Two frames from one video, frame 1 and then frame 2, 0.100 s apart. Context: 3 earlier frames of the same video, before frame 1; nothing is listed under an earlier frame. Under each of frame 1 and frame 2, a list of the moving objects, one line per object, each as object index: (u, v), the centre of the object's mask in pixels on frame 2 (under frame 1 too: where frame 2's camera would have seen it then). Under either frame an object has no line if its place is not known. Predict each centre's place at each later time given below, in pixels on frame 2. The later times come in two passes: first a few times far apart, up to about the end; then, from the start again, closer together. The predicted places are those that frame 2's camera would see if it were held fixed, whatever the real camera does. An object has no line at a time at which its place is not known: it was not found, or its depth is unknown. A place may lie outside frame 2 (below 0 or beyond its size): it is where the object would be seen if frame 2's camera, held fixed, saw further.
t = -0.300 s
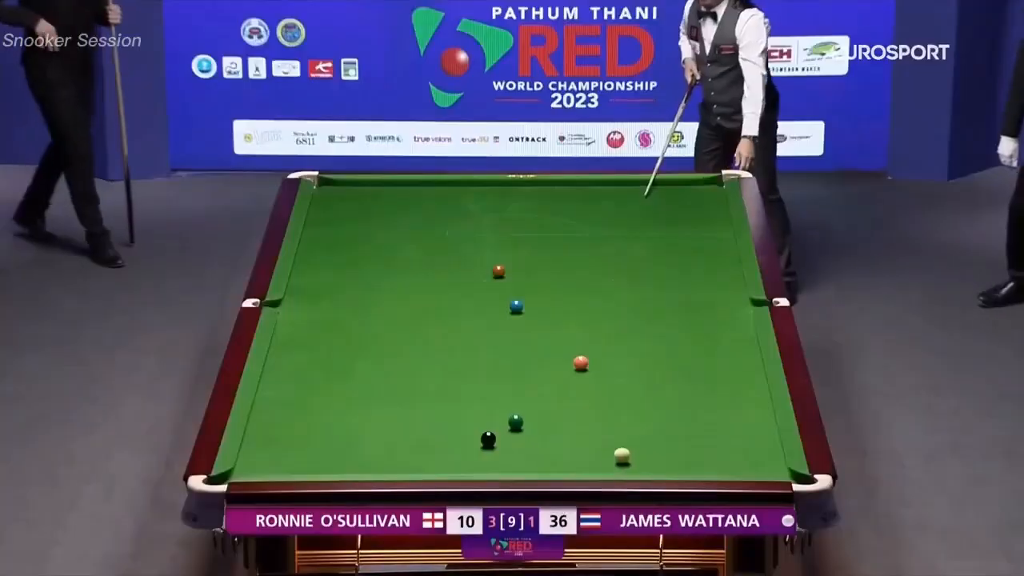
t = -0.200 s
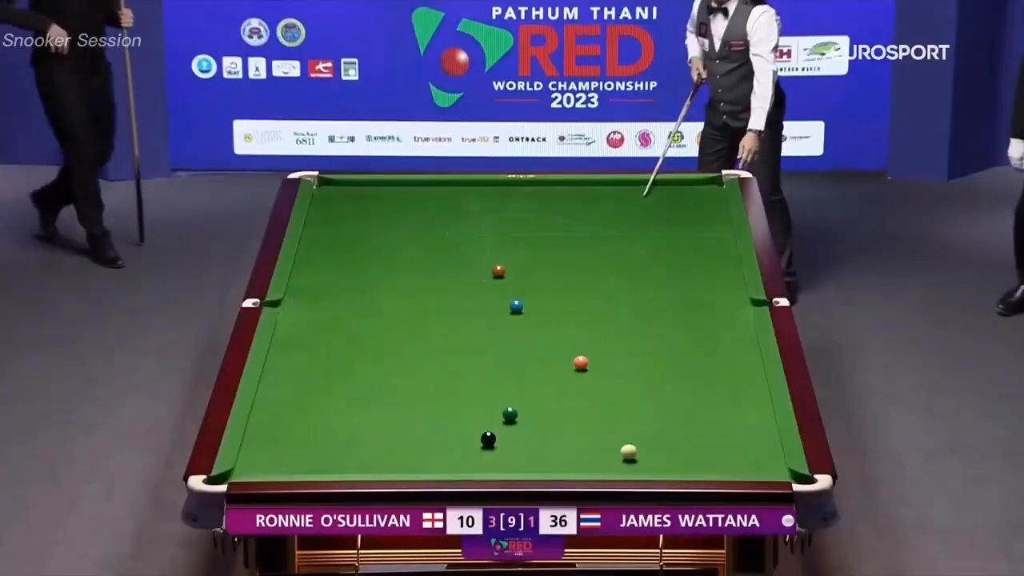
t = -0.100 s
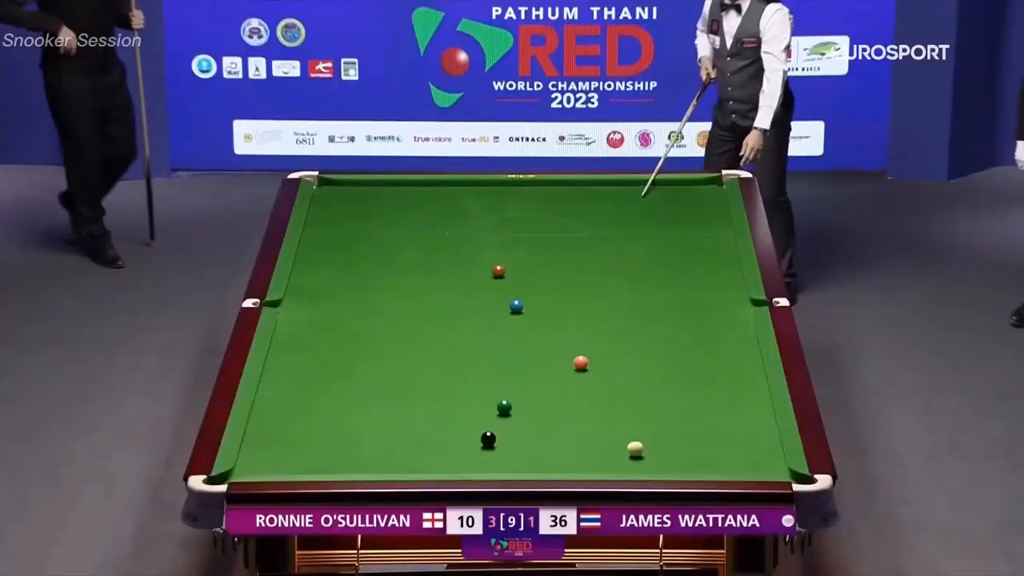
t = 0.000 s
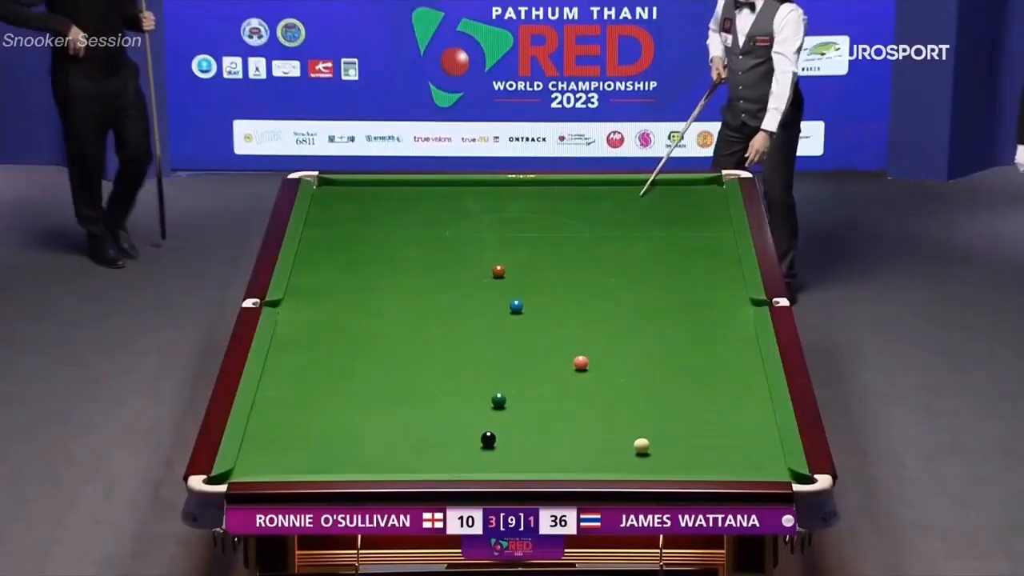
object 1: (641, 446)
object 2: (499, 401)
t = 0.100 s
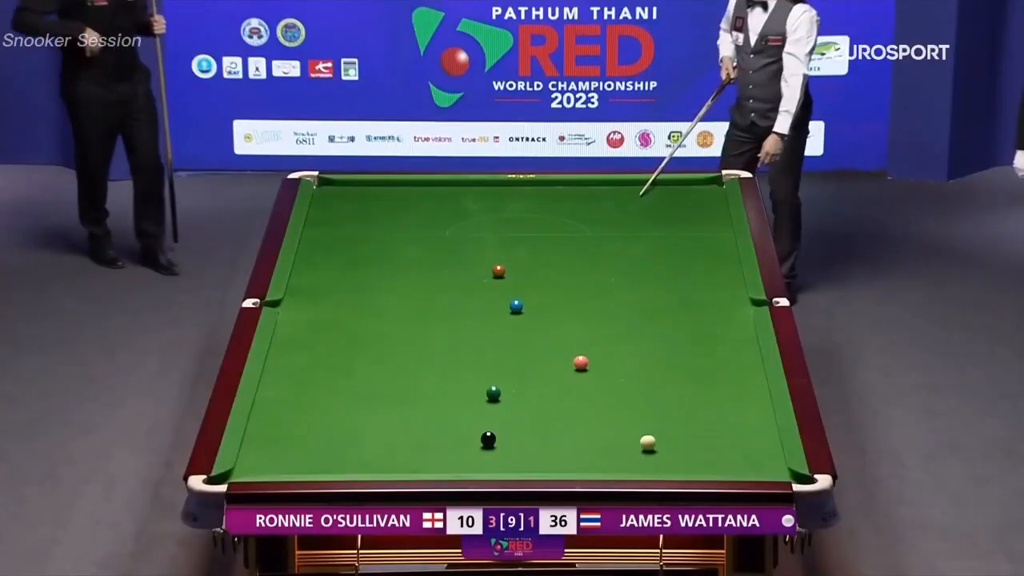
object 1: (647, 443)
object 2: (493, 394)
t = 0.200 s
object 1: (653, 440)
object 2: (488, 387)
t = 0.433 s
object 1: (667, 433)
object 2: (475, 372)
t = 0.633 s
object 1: (677, 428)
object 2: (466, 360)
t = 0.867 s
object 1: (689, 423)
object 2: (455, 346)
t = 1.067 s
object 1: (698, 418)
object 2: (446, 335)
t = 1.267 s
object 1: (706, 415)
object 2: (438, 325)
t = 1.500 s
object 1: (714, 411)
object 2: (429, 314)
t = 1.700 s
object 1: (720, 408)
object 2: (422, 305)
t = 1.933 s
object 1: (727, 404)
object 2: (413, 294)
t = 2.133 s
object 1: (732, 402)
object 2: (406, 286)
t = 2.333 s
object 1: (737, 399)
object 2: (400, 278)
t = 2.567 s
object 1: (741, 397)
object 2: (392, 269)
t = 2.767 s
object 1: (744, 395)
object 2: (387, 262)
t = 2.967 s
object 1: (747, 394)
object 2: (382, 256)
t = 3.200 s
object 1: (750, 393)
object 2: (376, 248)
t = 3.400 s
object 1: (752, 392)
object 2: (371, 242)
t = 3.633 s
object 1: (752, 391)
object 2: (365, 234)
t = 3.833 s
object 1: (752, 391)
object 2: (361, 228)
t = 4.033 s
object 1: (752, 391)
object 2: (357, 223)
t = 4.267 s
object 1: (752, 391)
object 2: (353, 218)
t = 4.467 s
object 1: (752, 391)
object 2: (349, 213)
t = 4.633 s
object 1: (752, 391)
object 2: (347, 209)
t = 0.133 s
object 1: (650, 441)
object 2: (491, 392)
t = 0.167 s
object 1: (652, 440)
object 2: (489, 389)
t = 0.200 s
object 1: (653, 440)
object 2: (488, 387)
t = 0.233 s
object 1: (657, 438)
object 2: (485, 384)
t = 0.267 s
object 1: (658, 438)
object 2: (484, 382)
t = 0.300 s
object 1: (659, 437)
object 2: (482, 381)
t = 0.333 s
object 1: (661, 436)
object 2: (481, 378)
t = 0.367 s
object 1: (664, 435)
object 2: (479, 376)
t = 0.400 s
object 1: (665, 435)
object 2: (477, 375)
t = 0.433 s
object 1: (667, 433)
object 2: (475, 372)
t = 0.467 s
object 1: (669, 432)
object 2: (474, 370)
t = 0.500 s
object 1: (670, 432)
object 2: (472, 369)
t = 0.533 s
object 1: (672, 431)
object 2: (471, 366)
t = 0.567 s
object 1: (674, 430)
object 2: (469, 364)
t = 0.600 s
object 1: (675, 429)
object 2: (468, 363)
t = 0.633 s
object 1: (677, 428)
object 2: (466, 360)
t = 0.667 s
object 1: (679, 427)
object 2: (464, 358)
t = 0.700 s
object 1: (680, 427)
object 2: (463, 357)
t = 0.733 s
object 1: (682, 426)
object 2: (461, 354)
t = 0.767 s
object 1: (684, 425)
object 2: (459, 352)
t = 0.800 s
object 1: (685, 425)
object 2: (458, 351)
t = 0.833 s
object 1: (687, 424)
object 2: (457, 348)
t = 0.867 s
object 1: (689, 423)
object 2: (455, 346)
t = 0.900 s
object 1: (690, 422)
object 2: (454, 345)
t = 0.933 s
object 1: (691, 421)
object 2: (452, 343)
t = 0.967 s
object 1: (693, 421)
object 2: (450, 341)
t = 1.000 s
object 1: (694, 420)
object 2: (450, 340)
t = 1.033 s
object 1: (696, 419)
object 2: (448, 337)
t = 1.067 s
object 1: (698, 418)
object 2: (446, 335)
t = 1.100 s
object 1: (699, 418)
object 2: (445, 334)
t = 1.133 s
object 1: (700, 417)
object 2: (444, 332)
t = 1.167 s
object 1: (702, 417)
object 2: (442, 330)
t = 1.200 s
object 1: (702, 416)
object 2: (441, 329)
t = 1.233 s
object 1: (703, 416)
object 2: (440, 328)
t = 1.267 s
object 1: (706, 415)
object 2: (438, 325)
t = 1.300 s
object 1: (707, 414)
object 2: (437, 324)
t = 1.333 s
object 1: (708, 413)
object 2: (435, 322)
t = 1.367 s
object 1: (709, 413)
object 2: (434, 320)
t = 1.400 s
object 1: (710, 413)
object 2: (433, 319)
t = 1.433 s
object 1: (712, 412)
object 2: (432, 317)
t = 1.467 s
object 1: (713, 411)
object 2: (430, 315)
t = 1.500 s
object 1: (714, 411)
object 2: (429, 314)
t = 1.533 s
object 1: (715, 410)
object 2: (428, 312)
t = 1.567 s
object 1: (716, 410)
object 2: (426, 310)
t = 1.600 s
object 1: (717, 409)
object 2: (425, 310)
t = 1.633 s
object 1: (719, 409)
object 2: (424, 308)
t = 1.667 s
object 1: (720, 408)
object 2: (422, 306)
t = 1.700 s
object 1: (720, 408)
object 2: (422, 305)
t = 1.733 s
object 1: (722, 407)
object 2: (420, 303)
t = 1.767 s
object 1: (723, 406)
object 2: (419, 301)
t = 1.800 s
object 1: (723, 406)
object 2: (418, 300)
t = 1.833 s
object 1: (725, 406)
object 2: (416, 299)
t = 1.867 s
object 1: (726, 405)
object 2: (415, 297)
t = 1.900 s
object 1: (726, 405)
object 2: (414, 296)
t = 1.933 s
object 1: (727, 404)
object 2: (413, 294)
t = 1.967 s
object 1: (729, 404)
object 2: (412, 292)
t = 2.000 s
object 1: (729, 403)
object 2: (411, 292)
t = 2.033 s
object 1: (730, 403)
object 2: (409, 290)
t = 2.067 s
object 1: (731, 402)
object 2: (408, 288)
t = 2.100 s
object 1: (731, 402)
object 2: (407, 288)
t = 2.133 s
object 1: (732, 402)
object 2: (406, 286)
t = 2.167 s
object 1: (733, 401)
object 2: (405, 284)
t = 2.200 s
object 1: (734, 401)
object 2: (404, 283)
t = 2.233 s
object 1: (734, 400)
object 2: (403, 282)
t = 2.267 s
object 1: (735, 400)
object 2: (402, 280)
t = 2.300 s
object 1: (736, 400)
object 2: (401, 279)
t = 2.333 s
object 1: (737, 399)
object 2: (400, 278)
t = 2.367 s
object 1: (738, 399)
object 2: (399, 276)
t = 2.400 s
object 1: (738, 398)
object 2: (398, 276)
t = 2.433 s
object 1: (739, 398)
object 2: (397, 274)
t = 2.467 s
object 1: (739, 398)
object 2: (396, 273)
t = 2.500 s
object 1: (740, 398)
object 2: (395, 272)
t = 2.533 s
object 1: (740, 397)
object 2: (394, 270)
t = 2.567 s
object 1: (741, 397)
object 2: (392, 269)
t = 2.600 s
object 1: (742, 397)
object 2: (392, 268)
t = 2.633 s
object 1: (743, 396)
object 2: (390, 266)
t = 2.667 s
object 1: (743, 396)
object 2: (389, 264)
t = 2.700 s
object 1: (744, 396)
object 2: (389, 264)
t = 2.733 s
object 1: (744, 395)
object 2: (388, 263)
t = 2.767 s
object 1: (744, 395)
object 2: (387, 262)
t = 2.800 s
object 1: (745, 395)
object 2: (386, 261)
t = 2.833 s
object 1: (746, 395)
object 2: (385, 260)
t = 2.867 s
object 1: (746, 394)
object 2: (384, 258)
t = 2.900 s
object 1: (746, 394)
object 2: (383, 258)
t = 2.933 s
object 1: (747, 394)
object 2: (383, 257)
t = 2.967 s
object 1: (747, 394)
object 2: (382, 256)
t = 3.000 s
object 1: (748, 394)
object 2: (381, 254)
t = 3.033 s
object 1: (748, 393)
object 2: (379, 253)
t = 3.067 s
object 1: (748, 393)
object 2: (378, 252)
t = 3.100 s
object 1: (749, 393)
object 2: (378, 251)
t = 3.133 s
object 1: (749, 393)
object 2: (377, 250)
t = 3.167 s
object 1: (750, 393)
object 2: (376, 249)
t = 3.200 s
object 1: (750, 393)
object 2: (376, 248)
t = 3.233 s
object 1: (750, 393)
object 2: (375, 247)
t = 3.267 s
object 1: (751, 392)
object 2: (374, 245)
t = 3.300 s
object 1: (751, 392)
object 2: (373, 245)
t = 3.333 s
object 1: (751, 392)
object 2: (372, 243)
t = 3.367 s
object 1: (751, 392)
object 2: (372, 243)
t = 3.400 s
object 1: (752, 392)
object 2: (371, 242)
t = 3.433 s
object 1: (752, 392)
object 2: (370, 241)
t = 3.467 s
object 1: (752, 392)
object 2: (369, 239)
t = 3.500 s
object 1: (752, 392)
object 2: (368, 239)
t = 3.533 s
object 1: (752, 391)
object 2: (368, 237)
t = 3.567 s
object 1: (752, 391)
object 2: (367, 237)
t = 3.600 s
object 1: (752, 391)
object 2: (366, 236)
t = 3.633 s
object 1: (752, 391)
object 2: (365, 234)
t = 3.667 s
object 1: (752, 391)
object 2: (364, 233)
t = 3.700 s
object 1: (752, 391)
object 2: (364, 233)
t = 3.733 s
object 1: (752, 391)
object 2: (363, 232)
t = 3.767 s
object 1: (752, 391)
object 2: (363, 230)
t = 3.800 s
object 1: (752, 391)
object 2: (362, 230)
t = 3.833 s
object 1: (752, 391)
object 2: (361, 228)
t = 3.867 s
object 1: (752, 391)
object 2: (361, 228)
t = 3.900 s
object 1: (752, 391)
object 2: (360, 227)
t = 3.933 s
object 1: (752, 391)
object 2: (359, 226)
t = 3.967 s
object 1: (752, 391)
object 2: (358, 225)
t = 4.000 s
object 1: (752, 391)
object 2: (358, 225)
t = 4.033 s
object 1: (752, 391)
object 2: (357, 223)
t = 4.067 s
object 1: (752, 391)
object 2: (356, 222)
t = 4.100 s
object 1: (752, 391)
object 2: (356, 222)
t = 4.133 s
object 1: (752, 391)
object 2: (355, 221)
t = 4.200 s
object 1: (752, 391)
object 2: (354, 219)
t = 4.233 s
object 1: (752, 391)
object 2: (354, 218)
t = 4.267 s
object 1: (752, 391)
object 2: (353, 218)
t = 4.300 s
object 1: (752, 391)
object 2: (352, 217)
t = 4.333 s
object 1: (752, 391)
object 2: (352, 216)
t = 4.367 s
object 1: (752, 391)
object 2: (351, 215)
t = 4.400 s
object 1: (752, 391)
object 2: (351, 215)
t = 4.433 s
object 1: (752, 391)
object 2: (350, 214)
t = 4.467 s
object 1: (752, 391)
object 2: (349, 213)
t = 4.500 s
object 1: (752, 391)
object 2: (349, 212)
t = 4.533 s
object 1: (752, 391)
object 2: (348, 212)
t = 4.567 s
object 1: (752, 391)
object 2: (348, 211)
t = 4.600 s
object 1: (752, 391)
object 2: (348, 210)
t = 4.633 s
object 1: (752, 391)
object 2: (347, 209)
